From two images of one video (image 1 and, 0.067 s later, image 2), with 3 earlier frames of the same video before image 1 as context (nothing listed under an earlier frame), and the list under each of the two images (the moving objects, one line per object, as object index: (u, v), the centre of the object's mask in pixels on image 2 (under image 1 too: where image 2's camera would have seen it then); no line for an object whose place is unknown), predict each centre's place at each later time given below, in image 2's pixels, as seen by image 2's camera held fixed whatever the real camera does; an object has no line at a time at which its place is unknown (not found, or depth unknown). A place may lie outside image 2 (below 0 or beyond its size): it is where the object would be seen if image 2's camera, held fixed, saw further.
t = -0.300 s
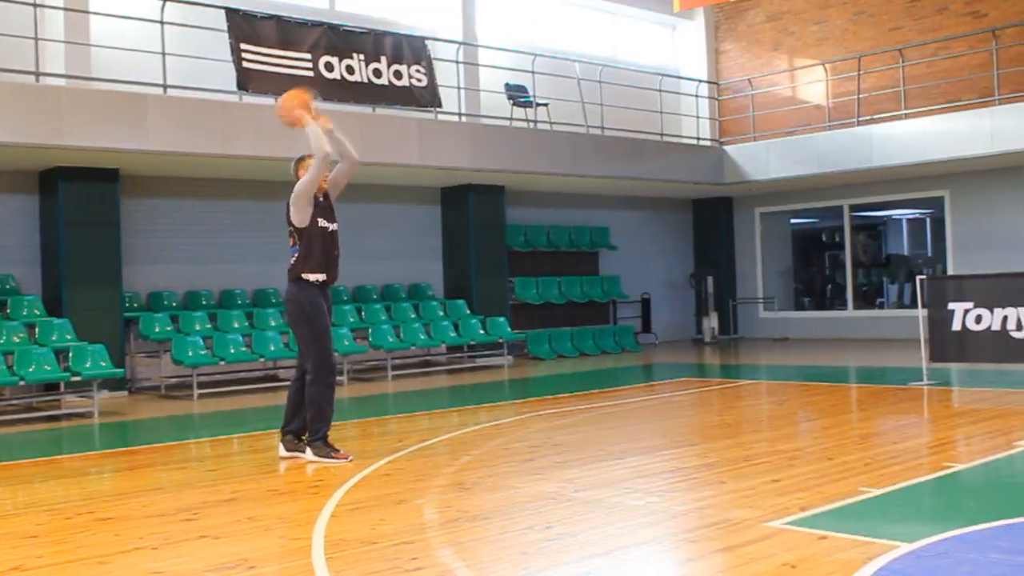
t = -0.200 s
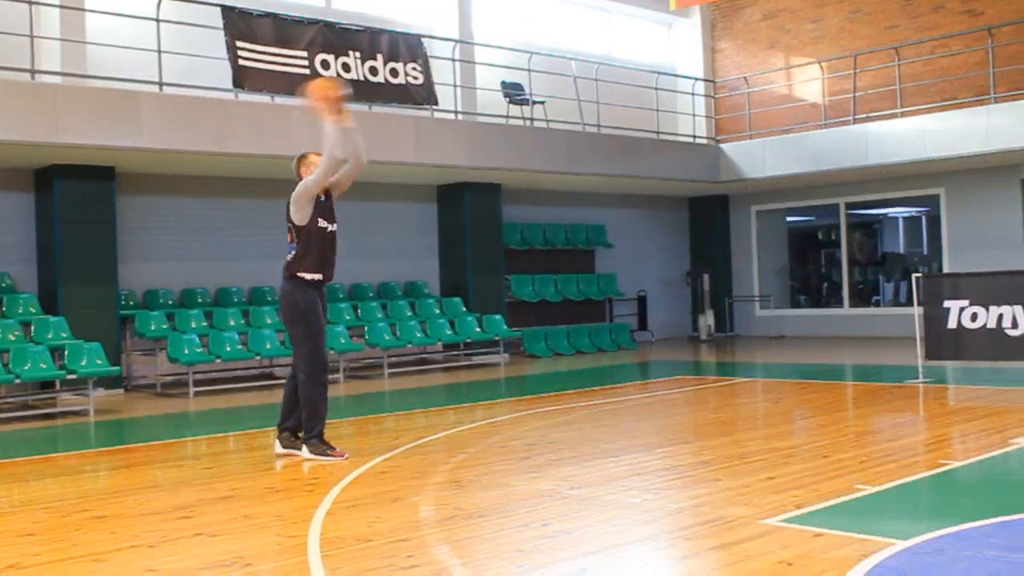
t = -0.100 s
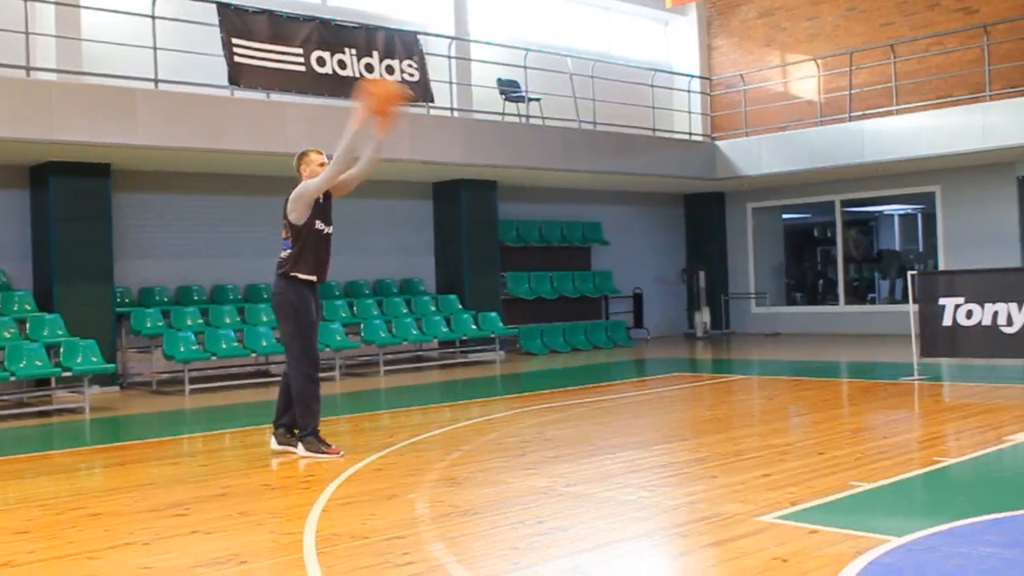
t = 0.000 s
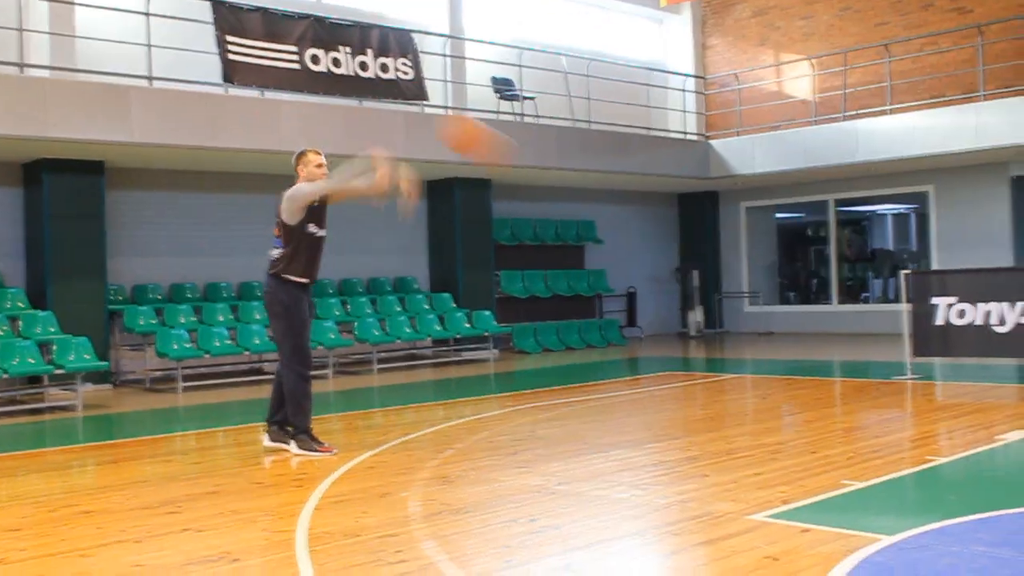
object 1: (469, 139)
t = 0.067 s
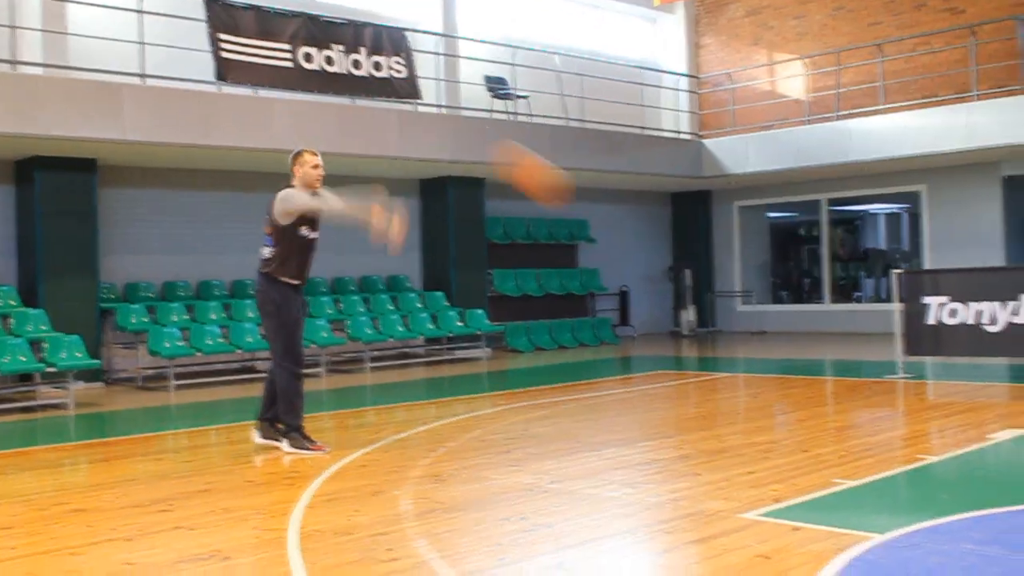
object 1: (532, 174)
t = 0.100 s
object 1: (566, 195)
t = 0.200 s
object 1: (678, 268)
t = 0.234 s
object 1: (711, 290)
